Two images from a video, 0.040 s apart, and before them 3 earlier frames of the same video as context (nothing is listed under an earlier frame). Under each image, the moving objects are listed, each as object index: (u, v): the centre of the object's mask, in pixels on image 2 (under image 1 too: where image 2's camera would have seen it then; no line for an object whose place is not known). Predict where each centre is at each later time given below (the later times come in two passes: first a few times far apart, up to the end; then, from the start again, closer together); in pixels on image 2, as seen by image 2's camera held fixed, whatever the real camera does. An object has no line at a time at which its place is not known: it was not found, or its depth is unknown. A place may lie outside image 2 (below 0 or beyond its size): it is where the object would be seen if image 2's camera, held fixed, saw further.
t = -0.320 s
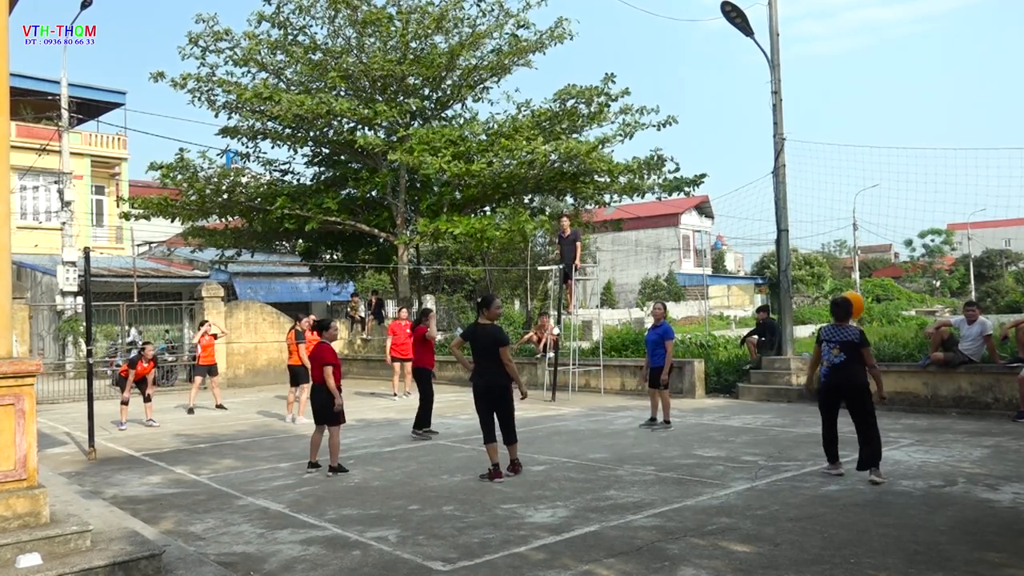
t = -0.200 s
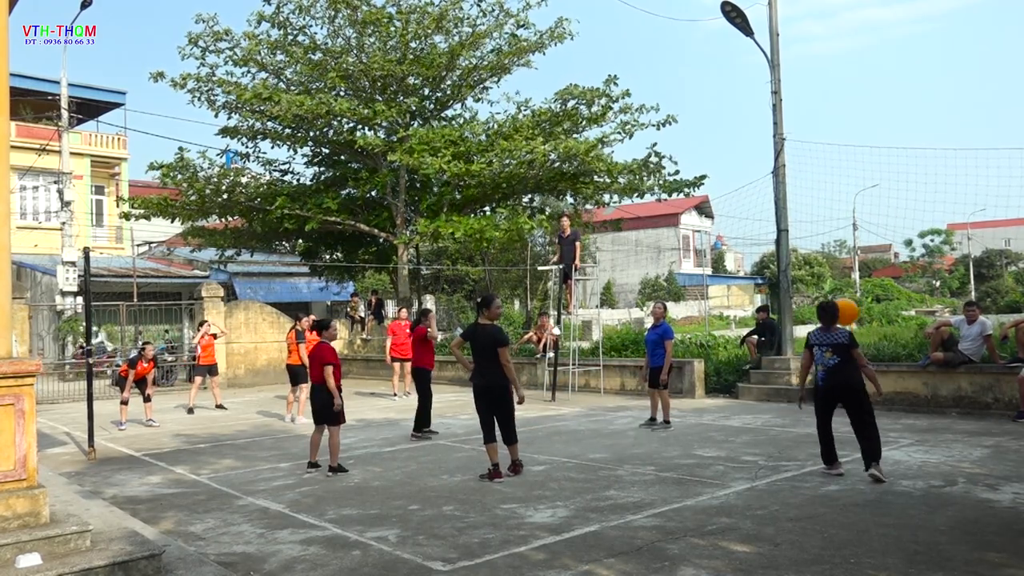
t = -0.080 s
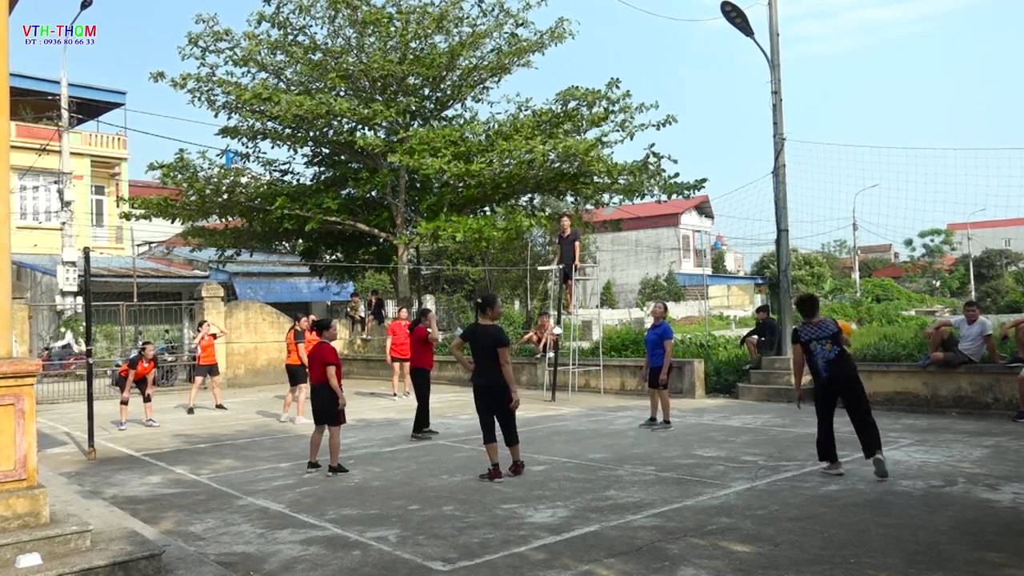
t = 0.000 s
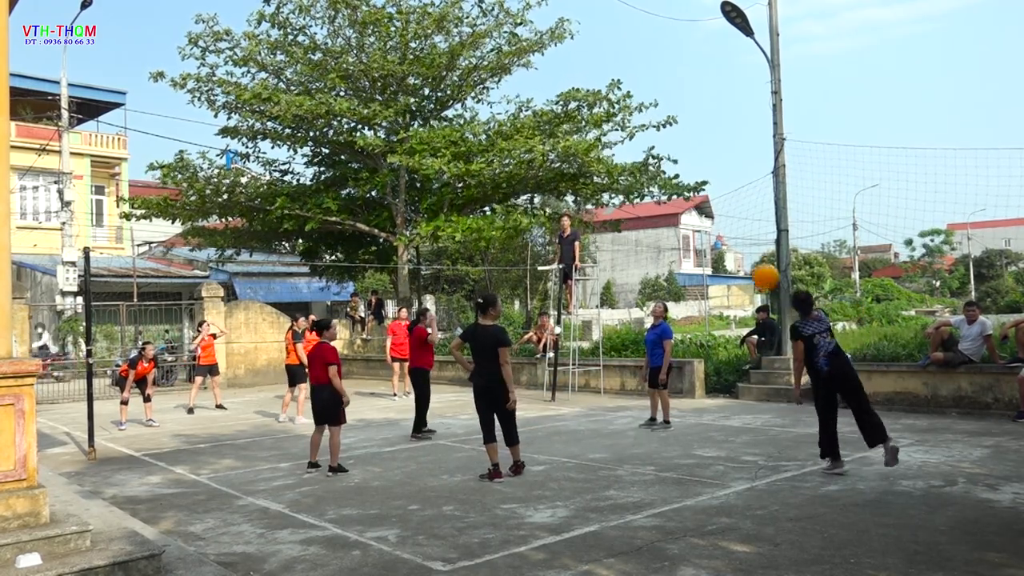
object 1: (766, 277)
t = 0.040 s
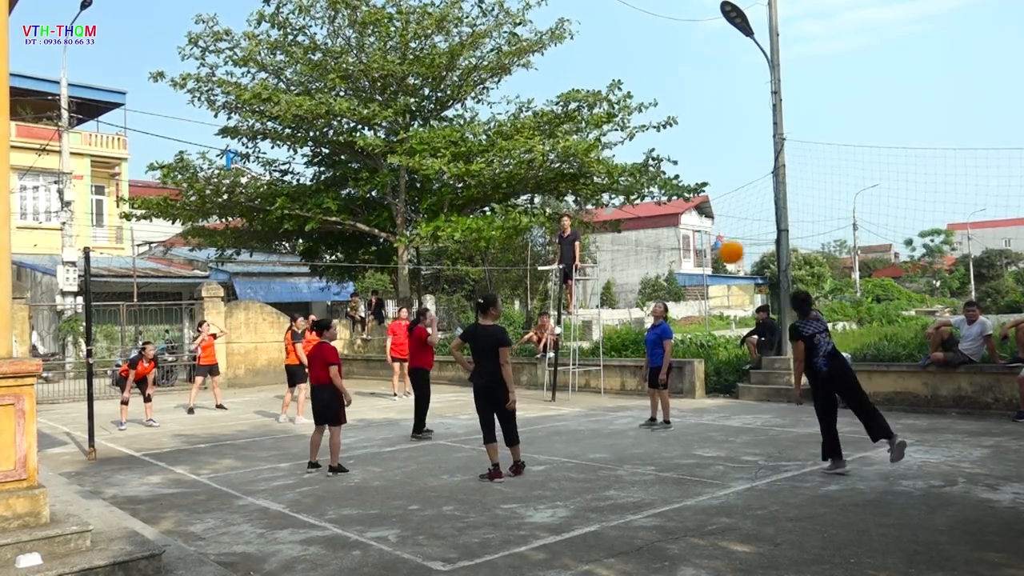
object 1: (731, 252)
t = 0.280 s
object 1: (565, 161)
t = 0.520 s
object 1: (451, 144)
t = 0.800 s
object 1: (355, 183)
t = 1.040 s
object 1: (297, 248)
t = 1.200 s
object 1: (264, 305)
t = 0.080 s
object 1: (699, 230)
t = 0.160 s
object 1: (639, 195)
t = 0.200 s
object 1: (613, 182)
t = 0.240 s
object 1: (588, 170)
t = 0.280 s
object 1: (565, 161)
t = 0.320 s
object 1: (543, 154)
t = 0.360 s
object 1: (522, 149)
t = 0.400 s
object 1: (503, 145)
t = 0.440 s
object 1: (485, 143)
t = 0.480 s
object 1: (467, 143)
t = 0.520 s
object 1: (451, 144)
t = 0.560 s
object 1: (435, 146)
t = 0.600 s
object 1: (419, 150)
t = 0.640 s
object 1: (405, 155)
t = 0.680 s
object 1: (392, 160)
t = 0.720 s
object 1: (379, 167)
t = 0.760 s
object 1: (367, 175)
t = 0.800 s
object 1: (355, 183)
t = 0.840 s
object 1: (344, 192)
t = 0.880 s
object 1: (334, 202)
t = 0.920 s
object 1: (324, 213)
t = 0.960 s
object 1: (314, 224)
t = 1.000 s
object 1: (306, 236)
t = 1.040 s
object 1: (297, 248)
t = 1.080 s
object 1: (289, 261)
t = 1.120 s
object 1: (280, 276)
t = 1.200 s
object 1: (264, 305)
